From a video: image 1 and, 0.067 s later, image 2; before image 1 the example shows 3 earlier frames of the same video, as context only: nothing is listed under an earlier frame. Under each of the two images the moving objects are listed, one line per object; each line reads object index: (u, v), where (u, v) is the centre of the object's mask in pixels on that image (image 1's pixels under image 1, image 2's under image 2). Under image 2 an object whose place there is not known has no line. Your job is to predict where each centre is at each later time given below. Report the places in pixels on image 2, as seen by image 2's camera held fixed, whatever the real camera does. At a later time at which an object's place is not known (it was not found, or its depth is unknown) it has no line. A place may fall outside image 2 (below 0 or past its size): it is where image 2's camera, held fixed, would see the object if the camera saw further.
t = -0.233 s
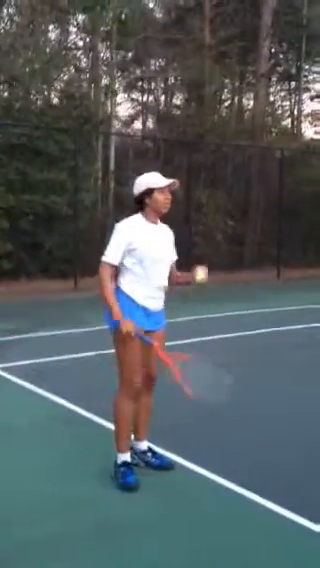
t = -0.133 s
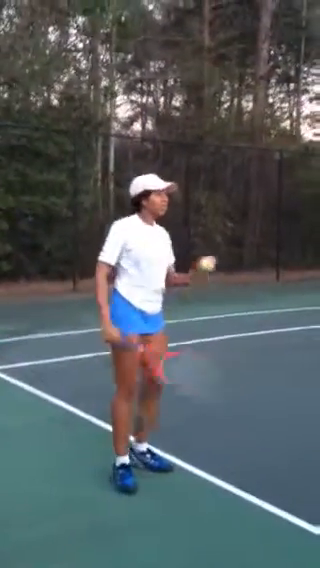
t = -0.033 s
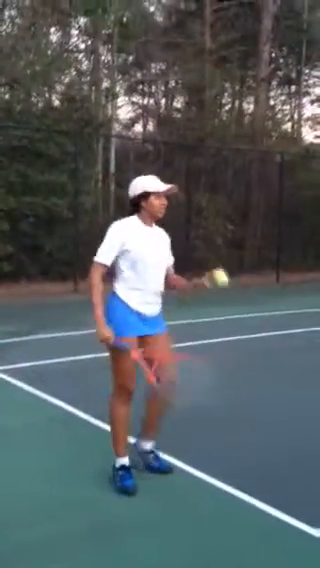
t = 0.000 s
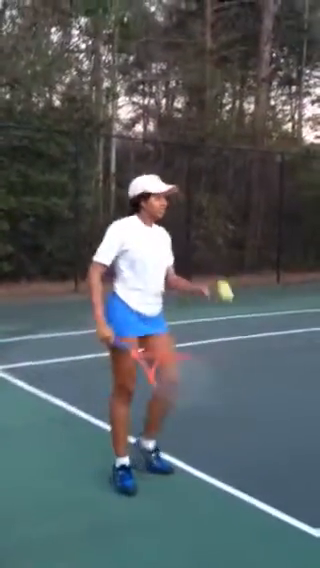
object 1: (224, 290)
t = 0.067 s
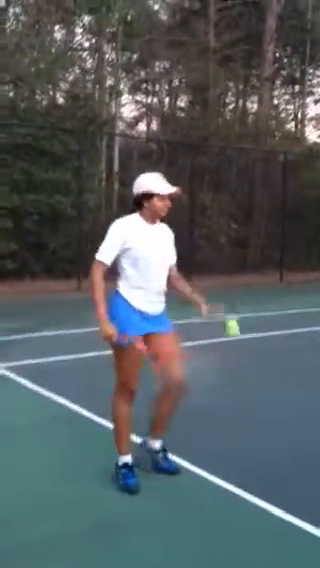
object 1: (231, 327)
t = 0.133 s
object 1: (236, 372)
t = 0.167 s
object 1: (238, 400)
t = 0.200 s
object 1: (239, 431)
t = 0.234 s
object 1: (238, 461)
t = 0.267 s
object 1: (238, 496)
